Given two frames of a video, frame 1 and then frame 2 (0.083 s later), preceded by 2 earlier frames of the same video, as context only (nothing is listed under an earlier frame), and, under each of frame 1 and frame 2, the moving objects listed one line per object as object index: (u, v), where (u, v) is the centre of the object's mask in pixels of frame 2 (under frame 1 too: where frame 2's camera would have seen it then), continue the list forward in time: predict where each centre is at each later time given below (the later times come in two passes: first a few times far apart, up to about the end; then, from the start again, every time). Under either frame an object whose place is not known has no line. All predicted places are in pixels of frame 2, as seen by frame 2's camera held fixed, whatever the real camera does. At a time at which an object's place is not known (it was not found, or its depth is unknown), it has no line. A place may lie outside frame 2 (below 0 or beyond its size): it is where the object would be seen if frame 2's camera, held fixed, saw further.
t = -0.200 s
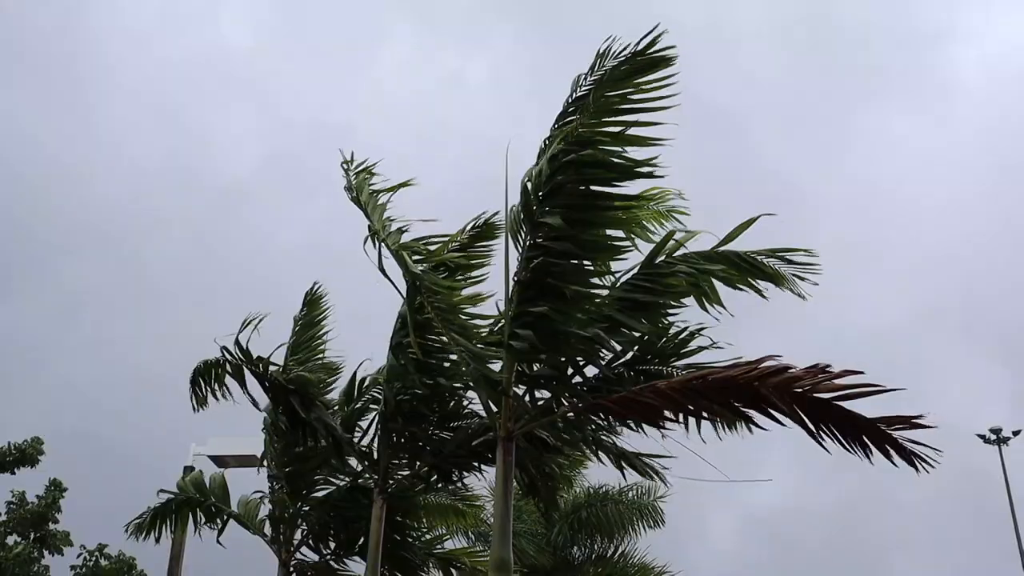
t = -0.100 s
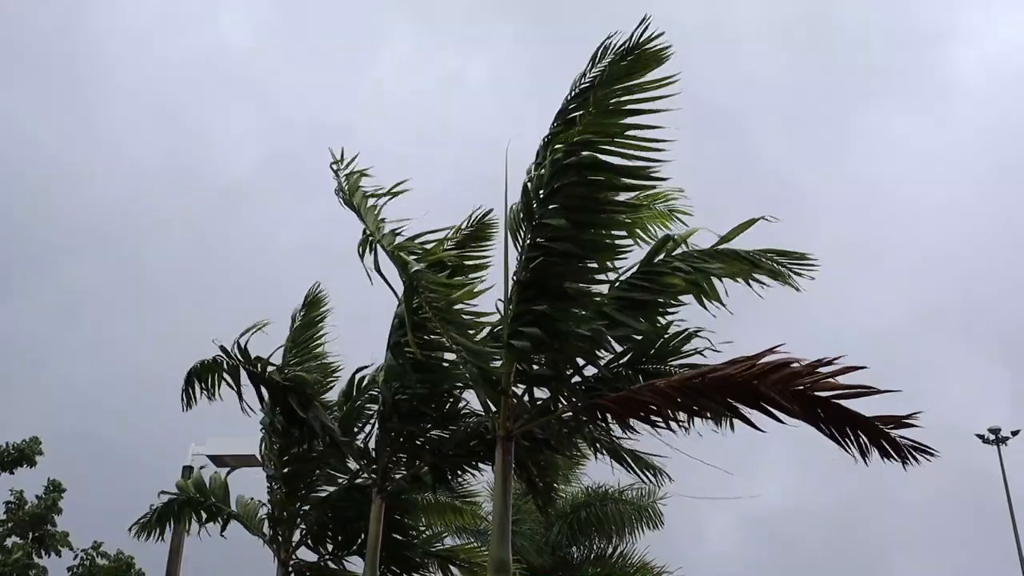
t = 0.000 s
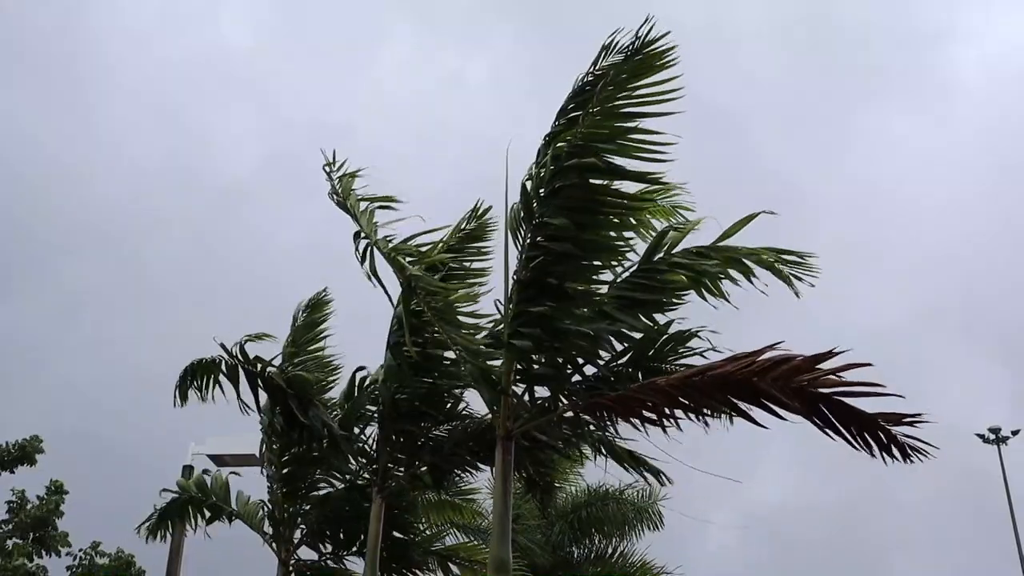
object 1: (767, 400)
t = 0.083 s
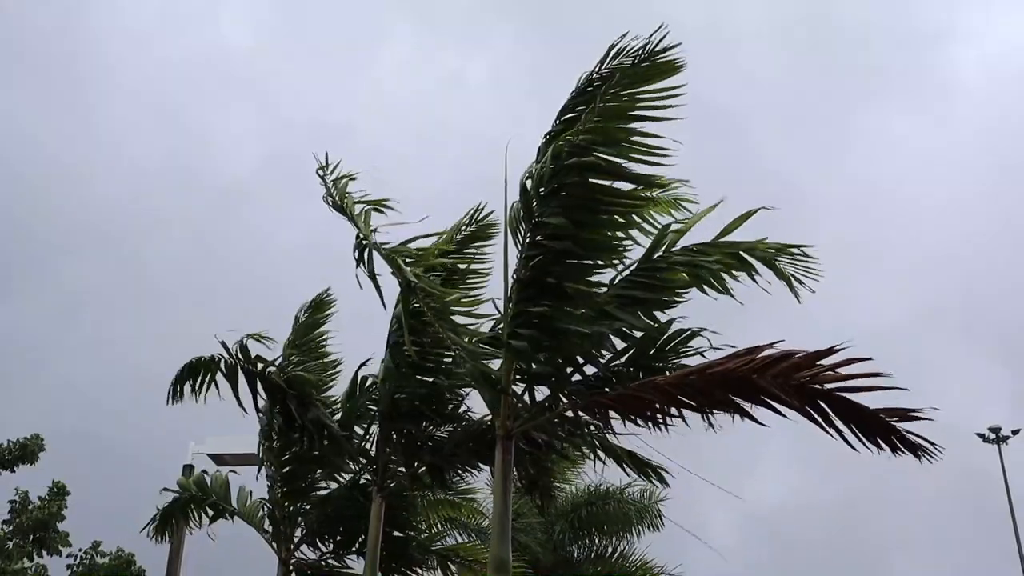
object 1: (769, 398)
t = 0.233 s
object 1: (770, 394)
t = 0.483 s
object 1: (772, 391)
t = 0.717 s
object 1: (772, 396)
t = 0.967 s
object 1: (777, 405)
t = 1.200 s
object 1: (775, 408)
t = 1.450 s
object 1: (771, 406)
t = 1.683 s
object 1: (776, 407)
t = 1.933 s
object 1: (772, 411)
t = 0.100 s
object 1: (769, 397)
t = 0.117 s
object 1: (770, 397)
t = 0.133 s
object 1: (771, 396)
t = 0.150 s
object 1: (771, 396)
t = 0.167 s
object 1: (772, 396)
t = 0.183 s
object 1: (772, 395)
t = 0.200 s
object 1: (772, 395)
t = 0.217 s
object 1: (772, 395)
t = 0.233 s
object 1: (770, 394)
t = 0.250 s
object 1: (770, 394)
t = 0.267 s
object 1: (771, 394)
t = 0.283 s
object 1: (770, 393)
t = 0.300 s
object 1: (771, 393)
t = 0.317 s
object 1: (772, 393)
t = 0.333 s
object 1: (772, 393)
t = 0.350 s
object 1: (772, 393)
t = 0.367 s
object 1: (772, 393)
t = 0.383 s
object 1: (771, 393)
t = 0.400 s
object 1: (773, 393)
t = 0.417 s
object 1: (773, 392)
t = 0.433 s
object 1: (773, 392)
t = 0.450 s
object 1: (773, 392)
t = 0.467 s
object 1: (772, 392)
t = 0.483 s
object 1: (772, 391)
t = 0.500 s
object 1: (773, 392)
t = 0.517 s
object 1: (773, 392)
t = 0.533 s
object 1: (773, 392)
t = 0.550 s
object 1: (772, 392)
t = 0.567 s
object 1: (772, 392)
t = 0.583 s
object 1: (772, 392)
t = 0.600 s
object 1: (772, 392)
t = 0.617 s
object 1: (773, 393)
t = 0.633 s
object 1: (773, 393)
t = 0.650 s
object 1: (774, 394)
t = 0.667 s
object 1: (774, 395)
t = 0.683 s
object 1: (774, 395)
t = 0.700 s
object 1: (773, 395)
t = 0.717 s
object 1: (772, 396)
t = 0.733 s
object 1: (772, 396)
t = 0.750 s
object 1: (772, 397)
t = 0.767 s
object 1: (770, 397)
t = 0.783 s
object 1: (769, 398)
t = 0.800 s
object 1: (769, 398)
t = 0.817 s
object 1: (768, 399)
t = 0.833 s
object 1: (768, 399)
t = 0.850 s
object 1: (769, 400)
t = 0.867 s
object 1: (771, 401)
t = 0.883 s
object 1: (773, 401)
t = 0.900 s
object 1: (773, 402)
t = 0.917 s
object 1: (775, 403)
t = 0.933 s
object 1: (776, 404)
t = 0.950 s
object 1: (777, 404)
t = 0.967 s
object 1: (777, 405)
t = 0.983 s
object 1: (777, 406)
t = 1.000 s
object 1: (776, 406)
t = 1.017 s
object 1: (776, 407)
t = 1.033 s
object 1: (777, 407)
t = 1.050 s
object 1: (777, 407)
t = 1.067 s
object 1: (777, 408)
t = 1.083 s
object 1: (776, 408)
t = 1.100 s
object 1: (775, 408)
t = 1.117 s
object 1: (775, 408)
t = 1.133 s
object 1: (776, 408)
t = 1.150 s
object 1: (776, 408)
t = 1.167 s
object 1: (776, 408)
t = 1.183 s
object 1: (776, 408)
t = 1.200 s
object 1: (775, 408)
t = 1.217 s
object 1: (775, 408)
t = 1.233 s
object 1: (775, 408)
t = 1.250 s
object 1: (775, 408)
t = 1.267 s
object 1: (776, 408)
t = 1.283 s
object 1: (775, 408)
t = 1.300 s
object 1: (775, 407)
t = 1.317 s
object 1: (773, 407)
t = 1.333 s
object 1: (771, 407)
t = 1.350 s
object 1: (769, 407)
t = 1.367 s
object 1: (769, 407)
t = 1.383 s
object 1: (768, 407)
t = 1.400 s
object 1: (768, 406)
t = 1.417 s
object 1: (770, 406)
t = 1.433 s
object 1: (770, 406)
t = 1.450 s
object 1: (771, 406)
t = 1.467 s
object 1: (771, 405)
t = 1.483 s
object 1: (771, 405)
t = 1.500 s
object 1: (770, 405)
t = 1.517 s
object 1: (772, 405)
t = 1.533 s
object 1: (773, 405)
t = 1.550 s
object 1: (773, 405)
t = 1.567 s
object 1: (773, 405)
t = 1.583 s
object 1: (773, 406)
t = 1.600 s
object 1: (774, 406)
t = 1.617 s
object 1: (775, 406)
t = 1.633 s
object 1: (775, 406)
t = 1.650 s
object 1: (774, 406)
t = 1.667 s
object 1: (776, 407)
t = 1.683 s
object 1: (776, 407)
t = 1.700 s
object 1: (778, 407)
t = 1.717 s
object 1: (779, 407)
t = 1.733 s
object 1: (778, 407)
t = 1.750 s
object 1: (778, 408)
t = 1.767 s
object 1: (778, 408)
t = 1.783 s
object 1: (777, 409)
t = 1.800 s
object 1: (777, 409)
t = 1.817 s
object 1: (776, 410)
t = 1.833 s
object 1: (774, 410)
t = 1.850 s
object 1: (773, 410)
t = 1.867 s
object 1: (771, 410)
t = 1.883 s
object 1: (772, 411)
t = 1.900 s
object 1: (771, 411)
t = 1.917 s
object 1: (771, 411)
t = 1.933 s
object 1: (772, 411)
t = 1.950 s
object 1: (771, 412)
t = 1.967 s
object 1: (770, 411)
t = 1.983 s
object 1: (771, 411)
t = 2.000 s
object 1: (771, 411)
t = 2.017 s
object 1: (772, 411)
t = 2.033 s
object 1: (771, 410)
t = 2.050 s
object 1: (770, 410)
